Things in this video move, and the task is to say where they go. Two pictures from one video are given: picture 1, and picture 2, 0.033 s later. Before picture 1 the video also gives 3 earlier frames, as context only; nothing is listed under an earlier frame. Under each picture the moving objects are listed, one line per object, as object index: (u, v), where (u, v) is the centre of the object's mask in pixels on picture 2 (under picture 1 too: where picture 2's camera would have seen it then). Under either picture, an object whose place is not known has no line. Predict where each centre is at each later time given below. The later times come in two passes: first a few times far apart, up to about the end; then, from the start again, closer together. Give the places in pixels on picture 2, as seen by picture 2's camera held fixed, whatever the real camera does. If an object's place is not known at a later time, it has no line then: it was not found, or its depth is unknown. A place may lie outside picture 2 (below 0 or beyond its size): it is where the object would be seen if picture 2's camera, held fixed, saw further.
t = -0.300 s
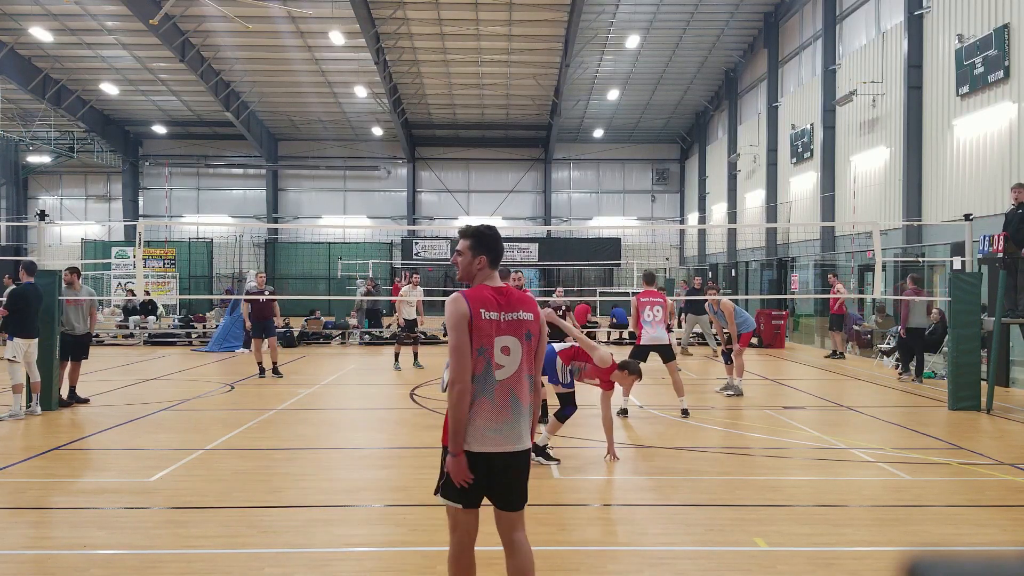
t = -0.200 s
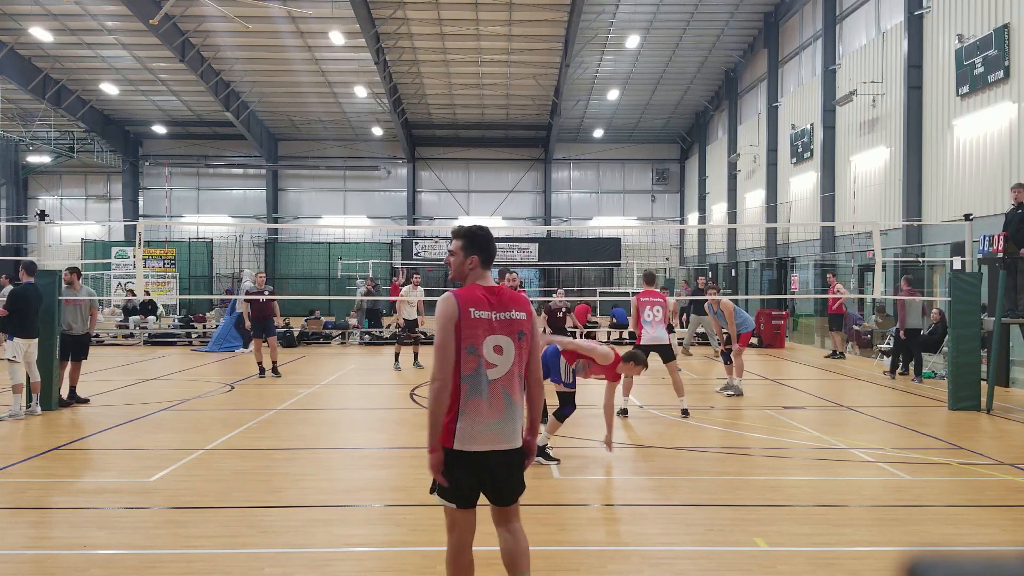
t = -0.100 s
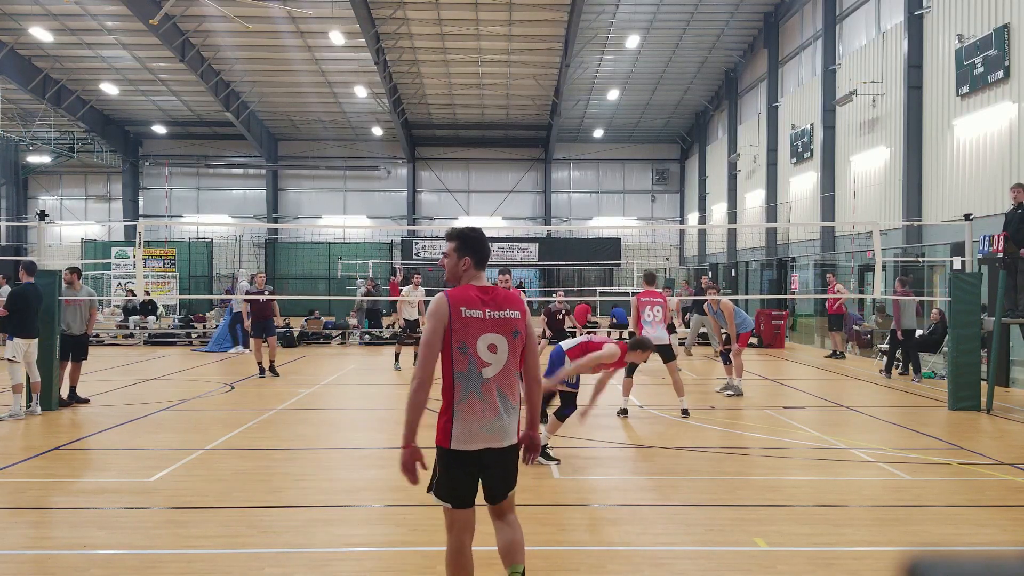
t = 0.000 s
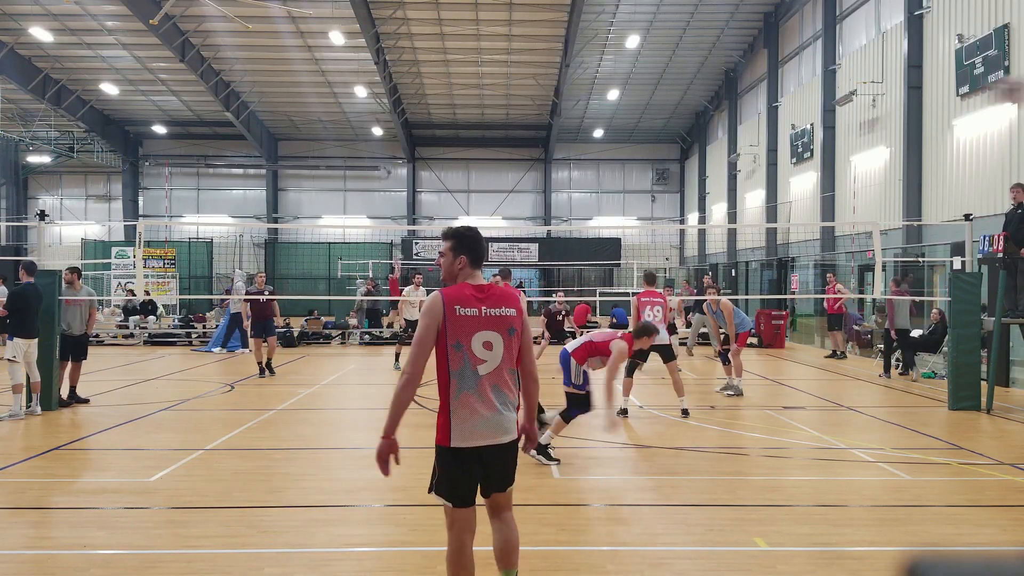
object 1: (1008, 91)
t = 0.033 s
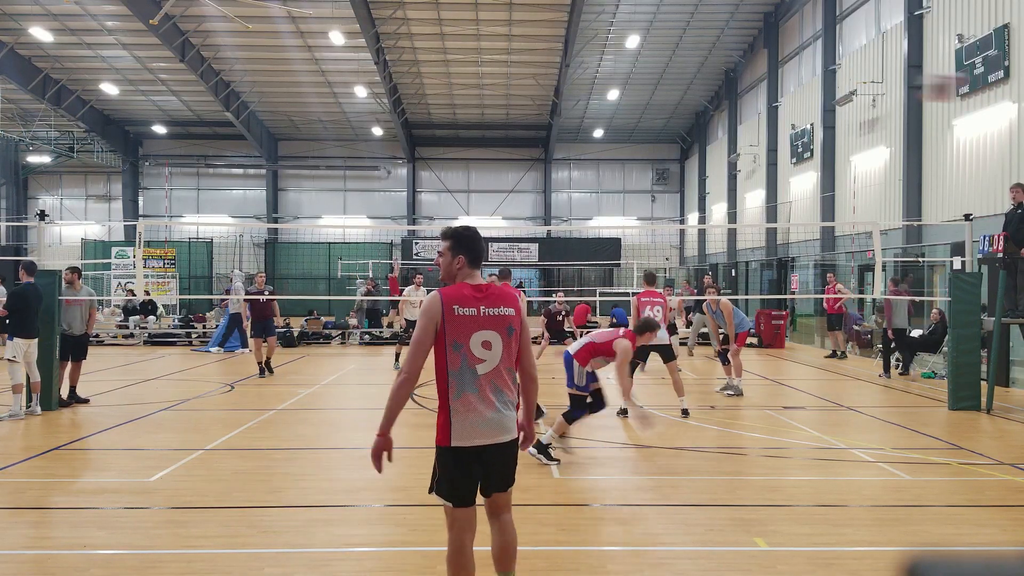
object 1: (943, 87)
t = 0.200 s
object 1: (705, 90)
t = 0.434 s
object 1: (523, 130)
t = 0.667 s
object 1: (418, 191)
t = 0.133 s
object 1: (780, 86)
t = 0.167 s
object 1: (739, 87)
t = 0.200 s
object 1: (705, 90)
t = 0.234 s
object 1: (669, 94)
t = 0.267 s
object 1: (639, 98)
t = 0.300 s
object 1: (613, 104)
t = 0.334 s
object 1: (586, 109)
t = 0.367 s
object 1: (563, 115)
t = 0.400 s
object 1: (543, 122)
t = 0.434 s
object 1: (523, 130)
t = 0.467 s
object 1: (505, 137)
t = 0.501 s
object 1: (488, 144)
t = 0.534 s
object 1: (472, 153)
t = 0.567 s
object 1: (458, 162)
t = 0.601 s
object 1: (443, 172)
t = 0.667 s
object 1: (418, 191)
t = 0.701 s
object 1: (408, 199)
